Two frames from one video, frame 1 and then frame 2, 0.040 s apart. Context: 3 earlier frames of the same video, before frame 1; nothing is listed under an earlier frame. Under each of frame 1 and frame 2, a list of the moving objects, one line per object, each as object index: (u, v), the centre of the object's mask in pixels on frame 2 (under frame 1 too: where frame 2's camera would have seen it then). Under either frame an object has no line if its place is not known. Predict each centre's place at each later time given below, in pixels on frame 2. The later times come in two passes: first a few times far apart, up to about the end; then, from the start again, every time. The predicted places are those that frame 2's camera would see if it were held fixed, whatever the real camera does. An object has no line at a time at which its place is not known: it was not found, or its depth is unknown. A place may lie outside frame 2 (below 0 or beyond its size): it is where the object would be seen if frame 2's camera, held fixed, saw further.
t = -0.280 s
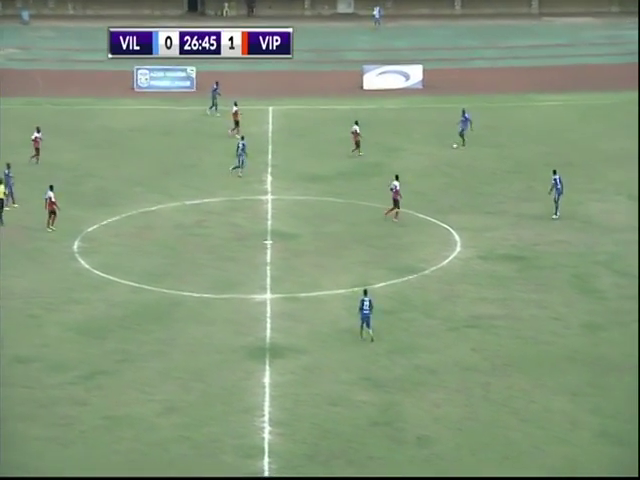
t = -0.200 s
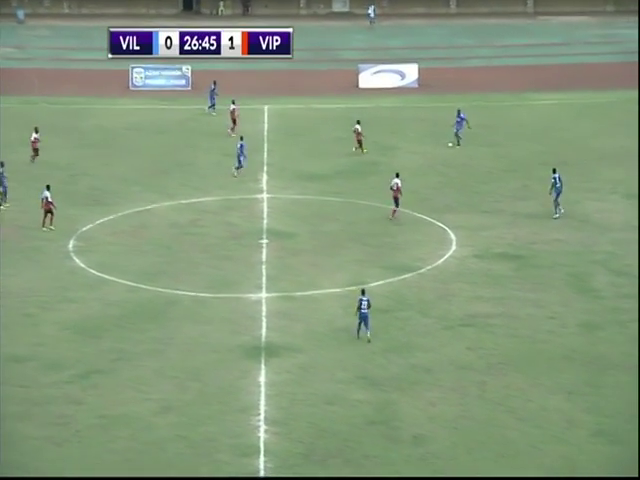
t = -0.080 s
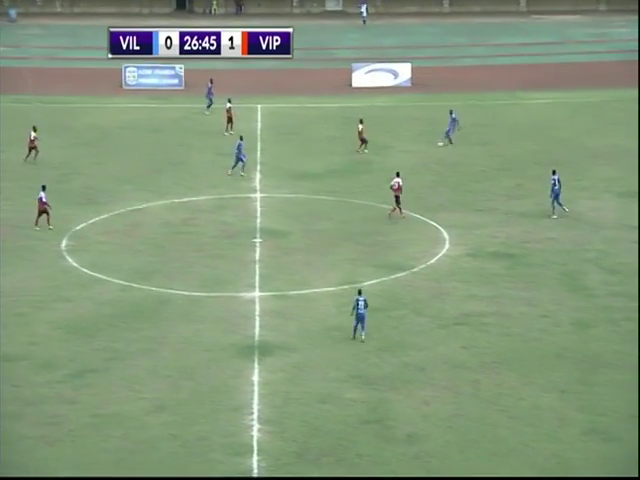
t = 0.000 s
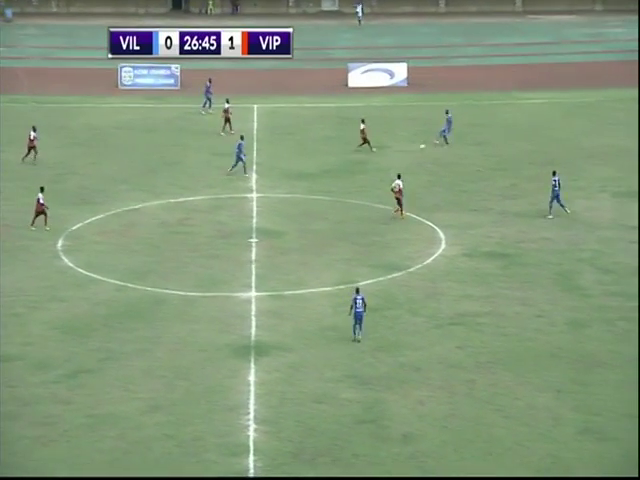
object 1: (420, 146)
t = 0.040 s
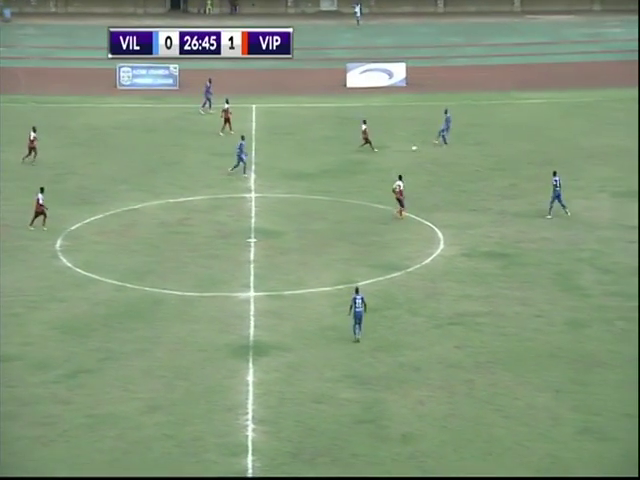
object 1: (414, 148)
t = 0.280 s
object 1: (375, 155)
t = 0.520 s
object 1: (341, 164)
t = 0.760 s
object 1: (313, 171)
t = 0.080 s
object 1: (407, 149)
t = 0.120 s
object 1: (400, 150)
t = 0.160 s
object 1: (393, 152)
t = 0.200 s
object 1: (387, 152)
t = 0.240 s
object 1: (381, 154)
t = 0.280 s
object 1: (375, 155)
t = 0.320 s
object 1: (369, 158)
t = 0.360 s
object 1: (363, 160)
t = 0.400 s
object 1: (357, 160)
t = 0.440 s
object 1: (352, 161)
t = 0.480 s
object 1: (347, 162)
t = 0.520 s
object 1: (341, 164)
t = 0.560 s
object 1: (336, 166)
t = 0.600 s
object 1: (331, 167)
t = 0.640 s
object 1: (327, 168)
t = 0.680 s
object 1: (322, 168)
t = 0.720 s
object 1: (317, 169)
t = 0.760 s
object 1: (313, 171)
